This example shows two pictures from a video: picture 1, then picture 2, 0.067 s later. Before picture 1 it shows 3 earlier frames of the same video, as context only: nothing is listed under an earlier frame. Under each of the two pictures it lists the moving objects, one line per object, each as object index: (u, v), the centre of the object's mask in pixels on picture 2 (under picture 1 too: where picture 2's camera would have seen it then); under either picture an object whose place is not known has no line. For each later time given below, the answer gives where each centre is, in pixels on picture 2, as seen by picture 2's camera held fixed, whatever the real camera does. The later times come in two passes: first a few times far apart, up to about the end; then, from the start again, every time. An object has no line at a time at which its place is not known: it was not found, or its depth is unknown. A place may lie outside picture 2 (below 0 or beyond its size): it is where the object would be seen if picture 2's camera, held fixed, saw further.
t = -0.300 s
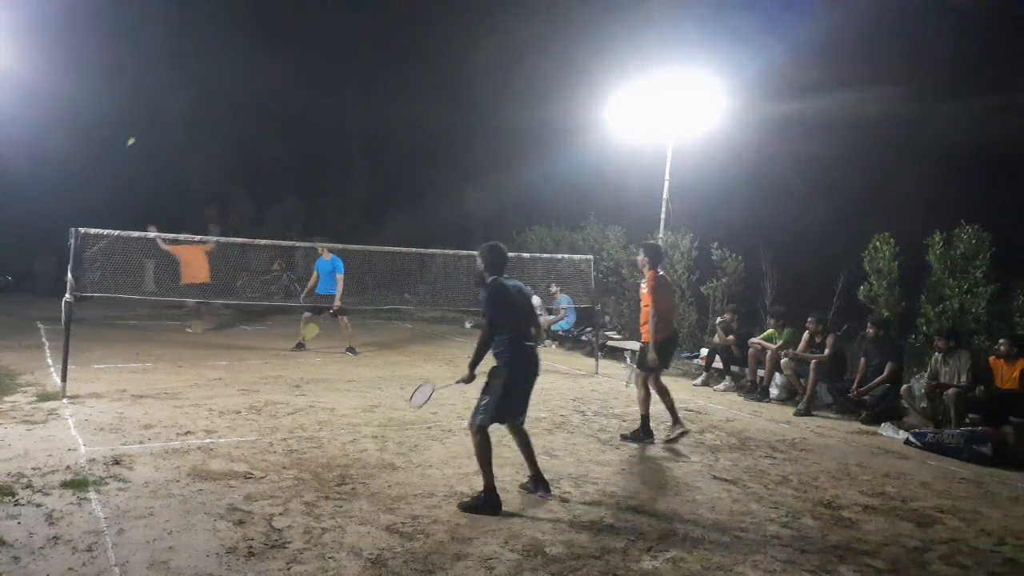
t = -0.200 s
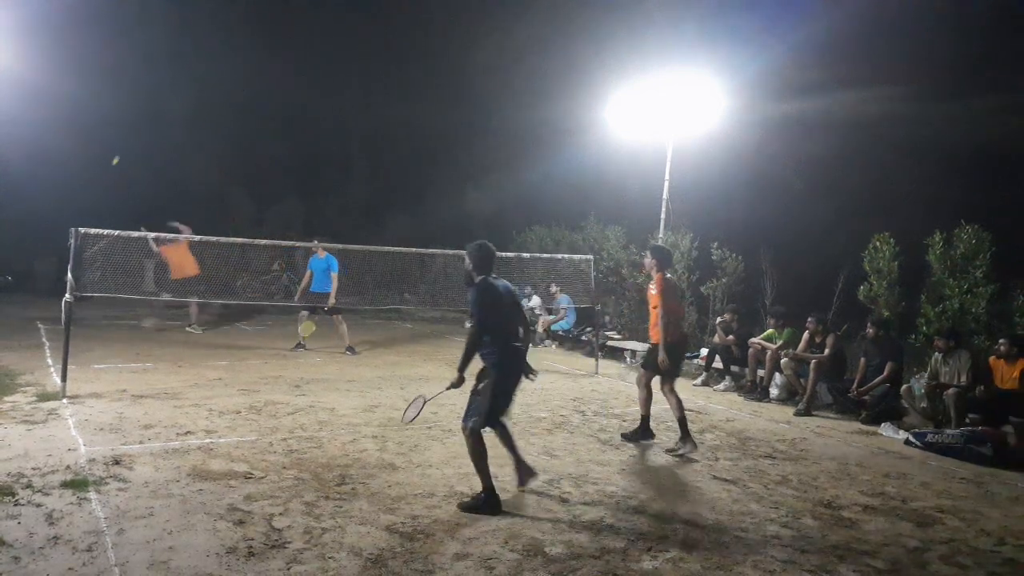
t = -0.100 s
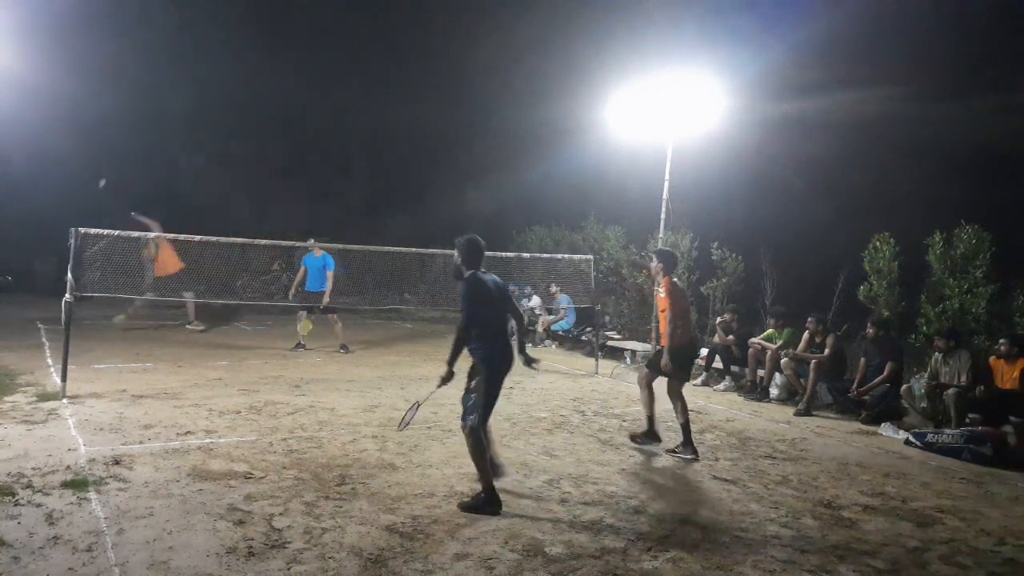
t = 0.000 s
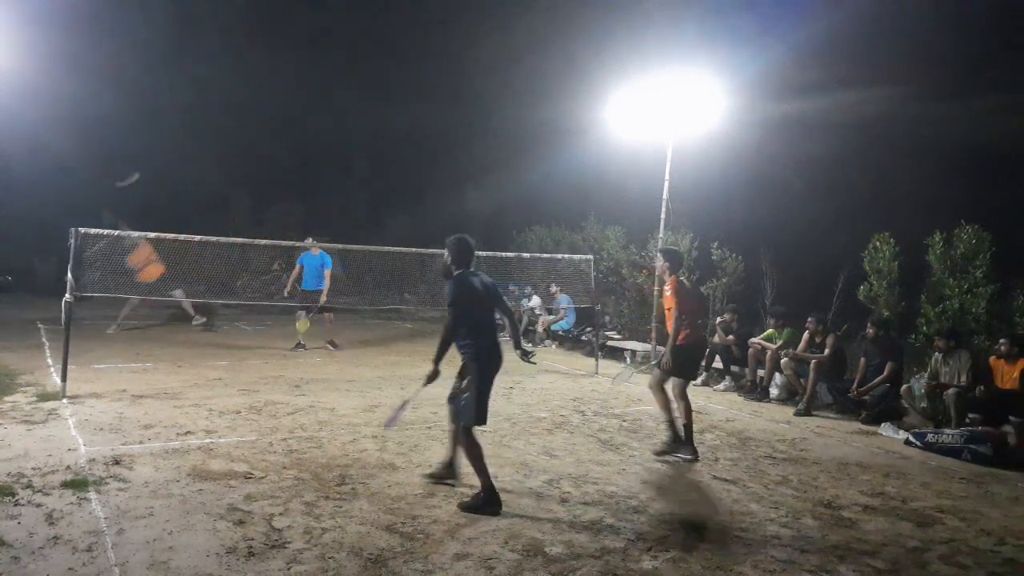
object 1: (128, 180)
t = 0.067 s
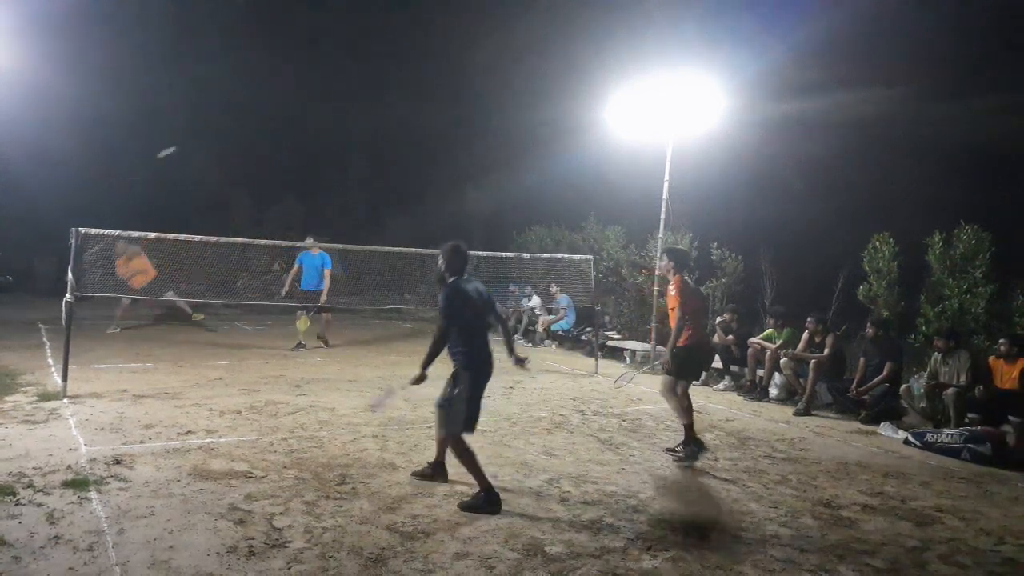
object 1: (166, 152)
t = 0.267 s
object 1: (258, 109)
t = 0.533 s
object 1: (355, 112)
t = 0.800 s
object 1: (434, 181)
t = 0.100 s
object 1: (184, 142)
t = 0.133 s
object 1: (200, 134)
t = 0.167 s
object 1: (215, 126)
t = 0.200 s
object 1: (229, 119)
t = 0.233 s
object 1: (243, 113)
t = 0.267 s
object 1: (258, 109)
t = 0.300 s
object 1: (271, 106)
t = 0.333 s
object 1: (284, 104)
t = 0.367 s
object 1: (297, 102)
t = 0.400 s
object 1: (310, 102)
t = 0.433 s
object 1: (321, 103)
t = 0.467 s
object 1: (333, 105)
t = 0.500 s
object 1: (344, 108)
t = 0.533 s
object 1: (355, 112)
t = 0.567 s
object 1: (366, 117)
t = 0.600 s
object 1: (377, 123)
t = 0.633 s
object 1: (387, 130)
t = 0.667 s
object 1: (397, 138)
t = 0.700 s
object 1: (407, 148)
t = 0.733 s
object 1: (416, 158)
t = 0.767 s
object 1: (425, 169)
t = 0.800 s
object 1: (434, 181)
